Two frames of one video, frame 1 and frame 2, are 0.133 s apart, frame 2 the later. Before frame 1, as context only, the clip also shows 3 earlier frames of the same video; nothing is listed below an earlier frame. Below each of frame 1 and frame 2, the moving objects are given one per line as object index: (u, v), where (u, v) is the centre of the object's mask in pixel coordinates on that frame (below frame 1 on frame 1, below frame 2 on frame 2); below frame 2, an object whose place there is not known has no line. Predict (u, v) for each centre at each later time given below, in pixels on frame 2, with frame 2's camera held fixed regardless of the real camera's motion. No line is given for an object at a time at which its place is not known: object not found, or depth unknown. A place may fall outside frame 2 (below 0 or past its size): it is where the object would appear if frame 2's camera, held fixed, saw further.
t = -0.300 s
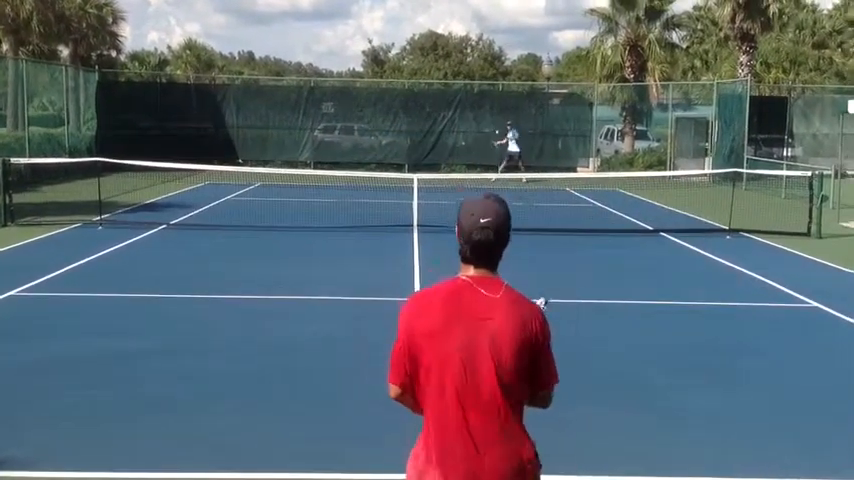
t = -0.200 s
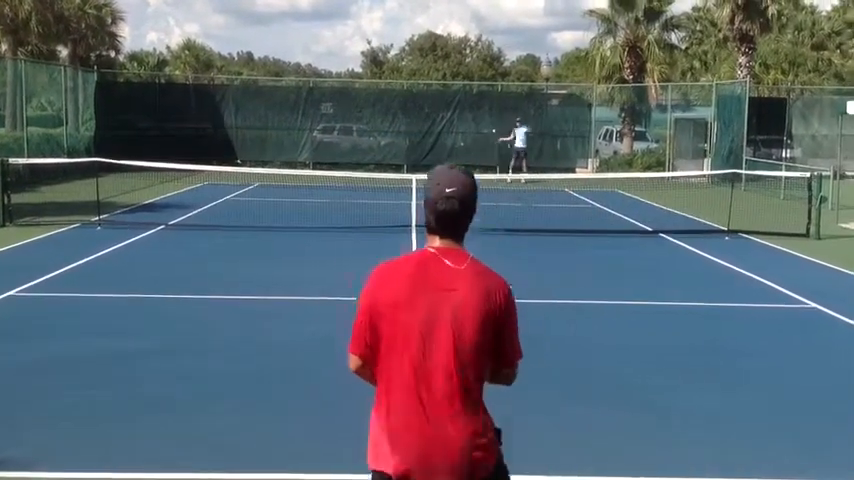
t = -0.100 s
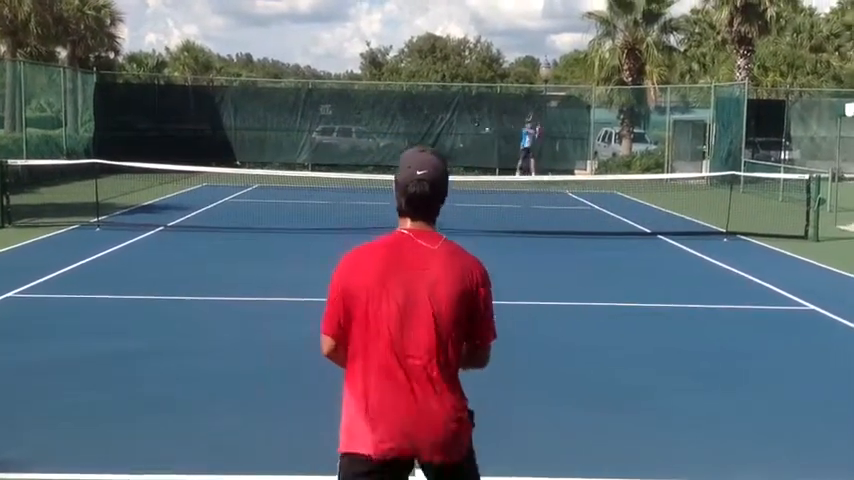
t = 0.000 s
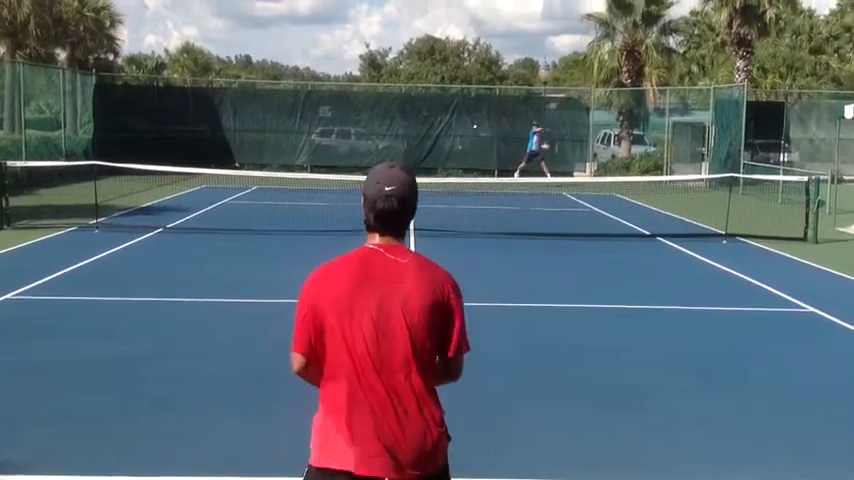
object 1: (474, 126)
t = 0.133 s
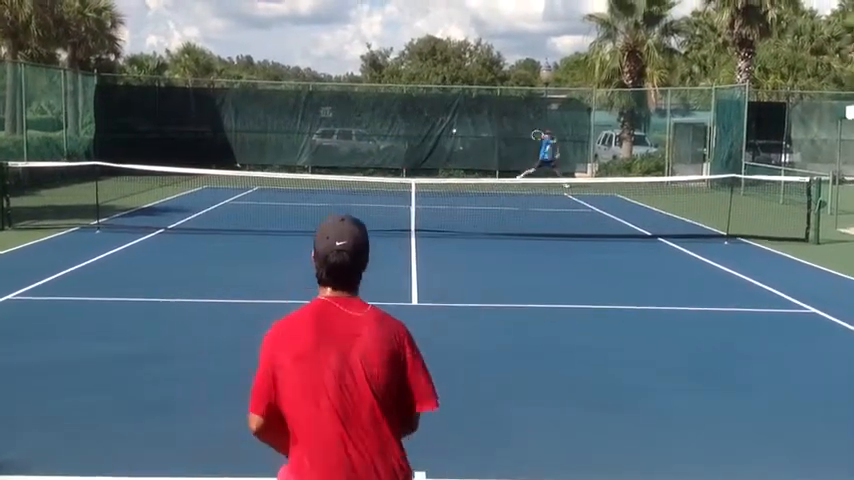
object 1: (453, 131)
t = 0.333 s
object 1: (401, 167)
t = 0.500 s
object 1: (323, 244)
